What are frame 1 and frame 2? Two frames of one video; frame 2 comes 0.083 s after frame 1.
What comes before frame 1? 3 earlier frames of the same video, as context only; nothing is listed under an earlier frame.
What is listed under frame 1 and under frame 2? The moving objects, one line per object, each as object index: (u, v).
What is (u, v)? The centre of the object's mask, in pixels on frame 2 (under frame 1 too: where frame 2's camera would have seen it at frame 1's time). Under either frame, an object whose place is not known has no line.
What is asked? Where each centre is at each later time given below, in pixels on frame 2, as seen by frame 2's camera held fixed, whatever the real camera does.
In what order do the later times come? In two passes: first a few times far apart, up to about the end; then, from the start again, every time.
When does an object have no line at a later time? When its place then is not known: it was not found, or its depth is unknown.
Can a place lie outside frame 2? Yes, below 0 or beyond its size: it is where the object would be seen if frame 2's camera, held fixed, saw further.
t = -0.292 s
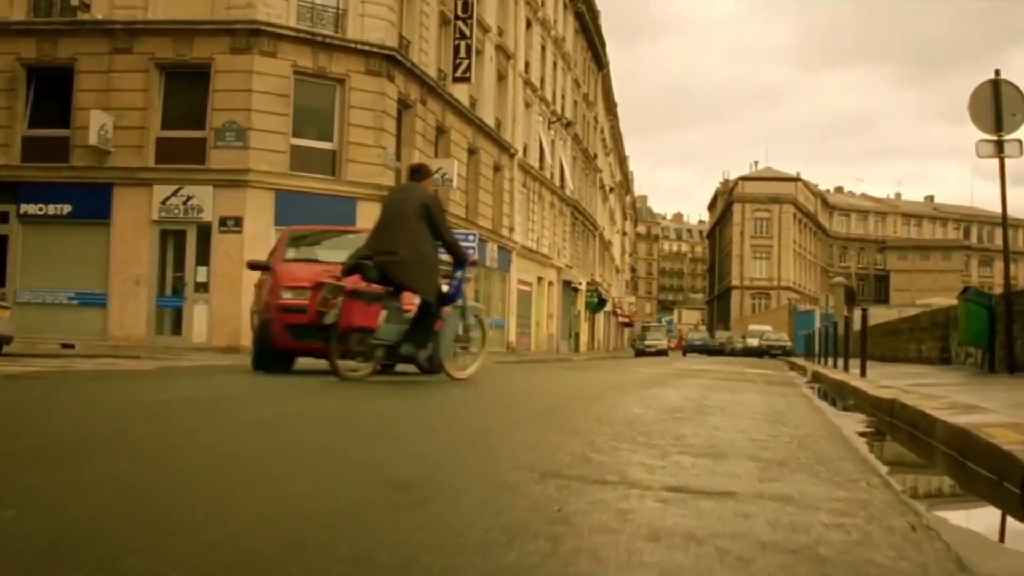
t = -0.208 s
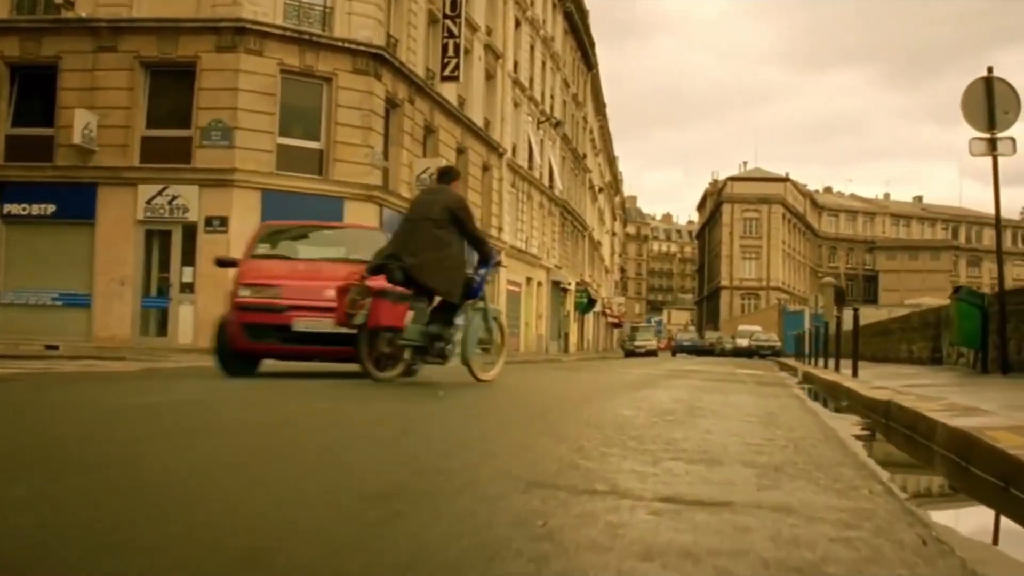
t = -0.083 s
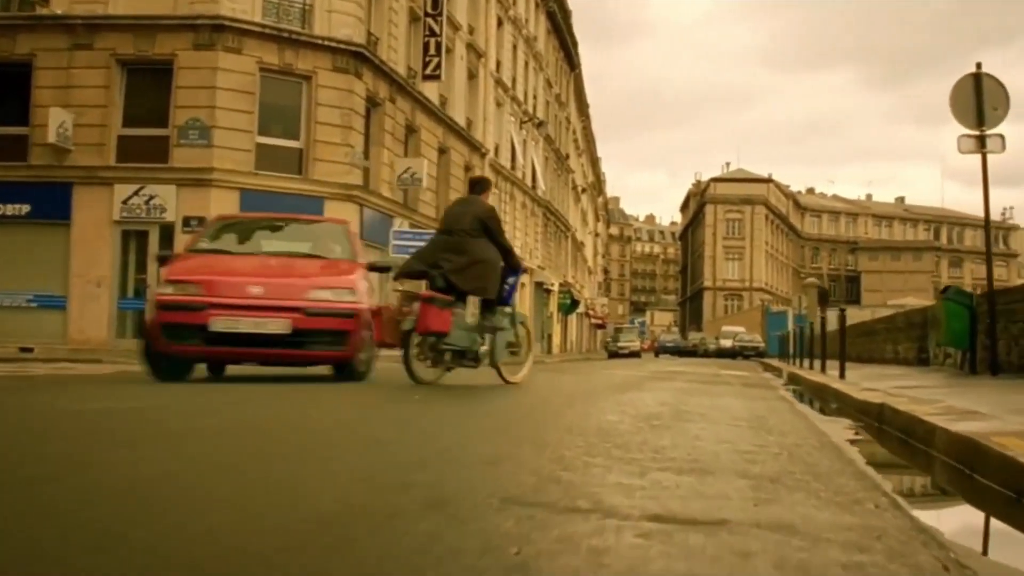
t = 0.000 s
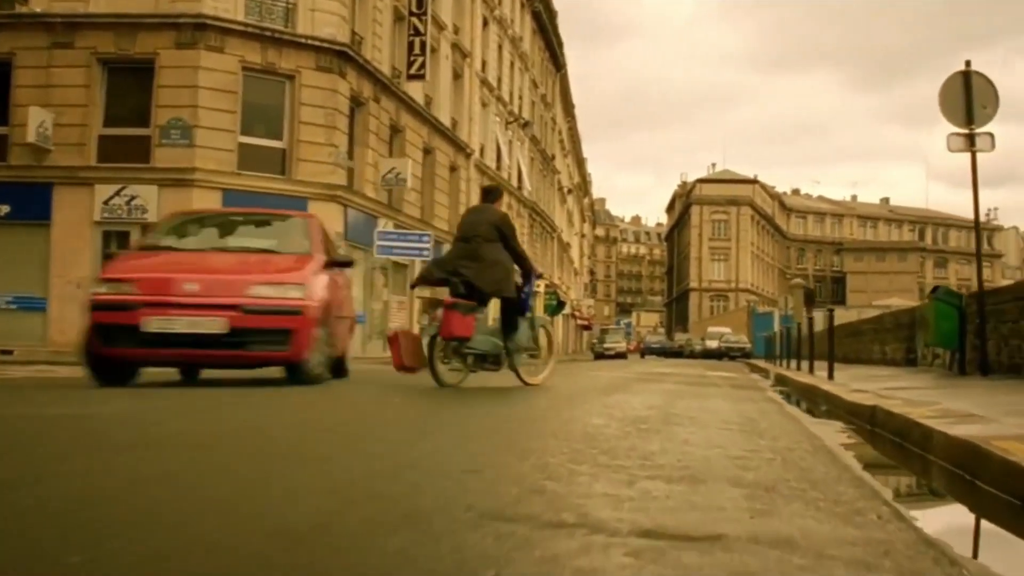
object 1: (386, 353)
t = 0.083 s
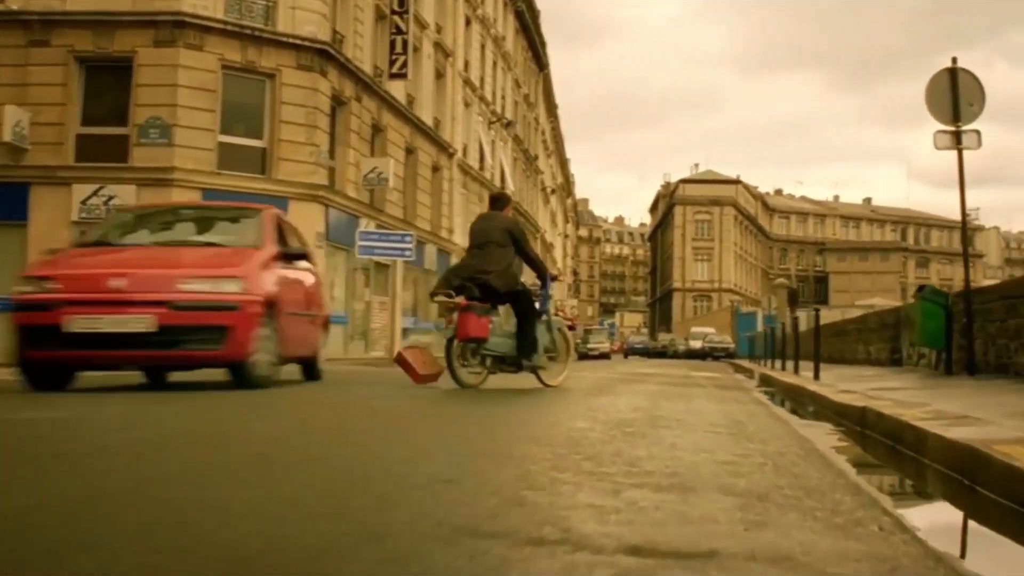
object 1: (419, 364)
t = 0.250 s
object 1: (465, 367)
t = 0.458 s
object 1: (504, 361)
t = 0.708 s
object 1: (545, 366)
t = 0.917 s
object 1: (566, 356)
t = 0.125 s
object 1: (434, 364)
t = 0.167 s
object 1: (447, 365)
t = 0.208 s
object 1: (458, 366)
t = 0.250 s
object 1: (465, 367)
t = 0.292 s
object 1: (473, 370)
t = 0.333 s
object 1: (480, 367)
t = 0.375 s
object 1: (489, 363)
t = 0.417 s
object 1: (497, 361)
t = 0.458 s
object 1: (504, 361)
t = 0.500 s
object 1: (512, 363)
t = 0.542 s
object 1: (520, 363)
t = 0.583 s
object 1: (526, 362)
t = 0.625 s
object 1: (532, 363)
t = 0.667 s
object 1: (538, 366)
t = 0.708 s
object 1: (545, 366)
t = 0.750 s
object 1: (548, 362)
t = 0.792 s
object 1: (552, 358)
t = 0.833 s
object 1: (557, 354)
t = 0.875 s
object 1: (561, 354)
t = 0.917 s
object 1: (566, 356)
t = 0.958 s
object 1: (570, 360)
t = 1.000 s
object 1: (574, 366)
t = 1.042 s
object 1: (577, 367)
